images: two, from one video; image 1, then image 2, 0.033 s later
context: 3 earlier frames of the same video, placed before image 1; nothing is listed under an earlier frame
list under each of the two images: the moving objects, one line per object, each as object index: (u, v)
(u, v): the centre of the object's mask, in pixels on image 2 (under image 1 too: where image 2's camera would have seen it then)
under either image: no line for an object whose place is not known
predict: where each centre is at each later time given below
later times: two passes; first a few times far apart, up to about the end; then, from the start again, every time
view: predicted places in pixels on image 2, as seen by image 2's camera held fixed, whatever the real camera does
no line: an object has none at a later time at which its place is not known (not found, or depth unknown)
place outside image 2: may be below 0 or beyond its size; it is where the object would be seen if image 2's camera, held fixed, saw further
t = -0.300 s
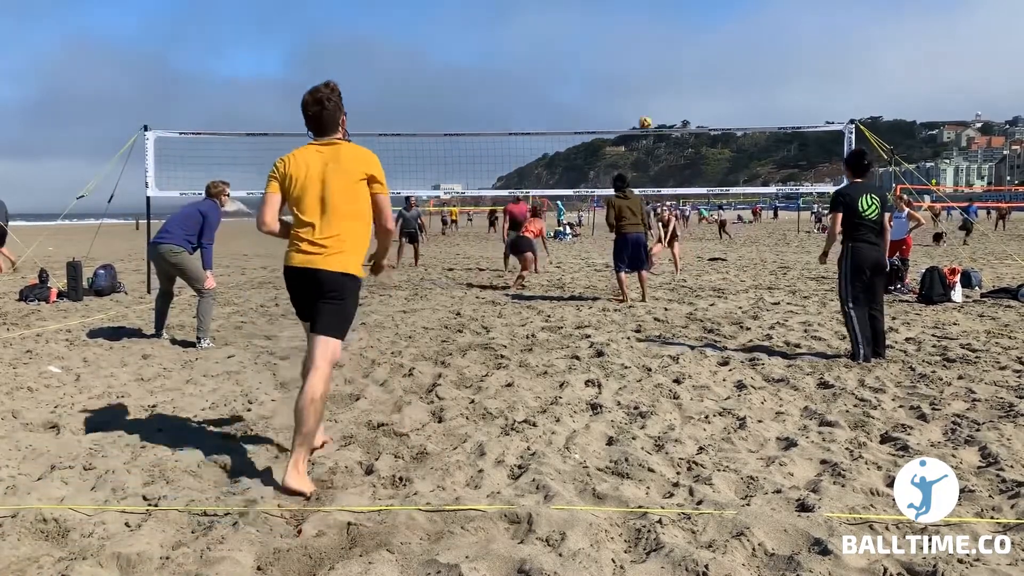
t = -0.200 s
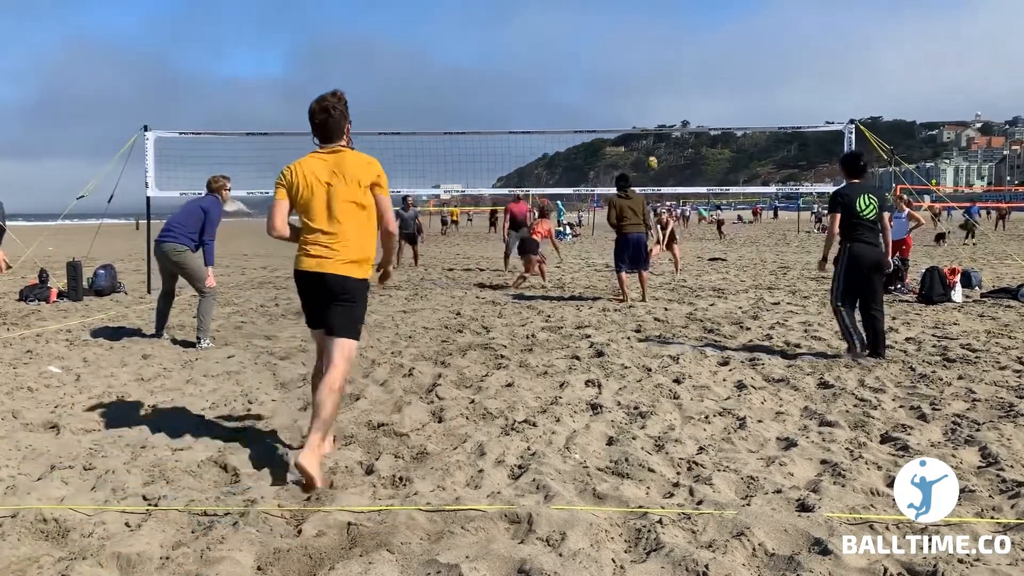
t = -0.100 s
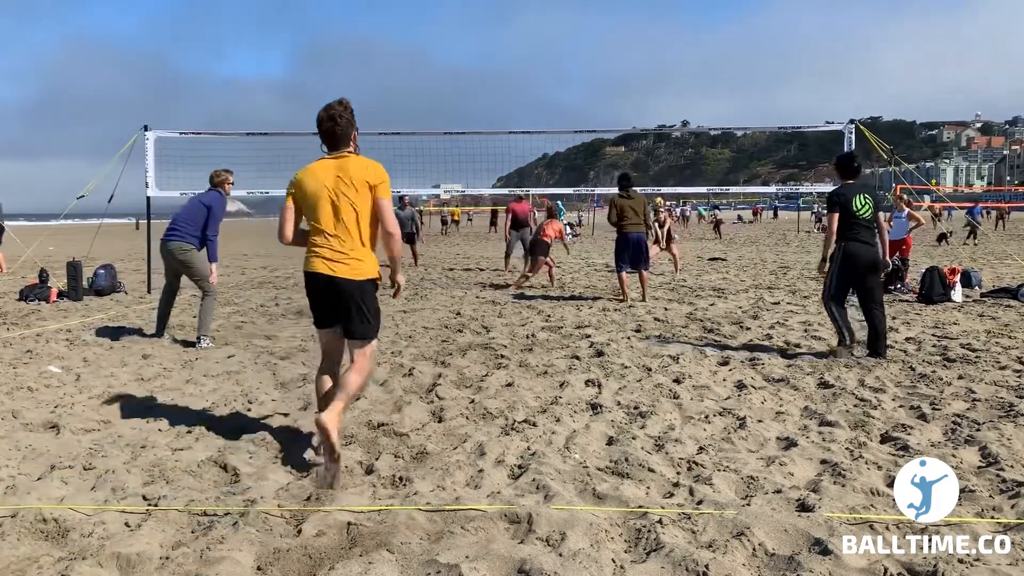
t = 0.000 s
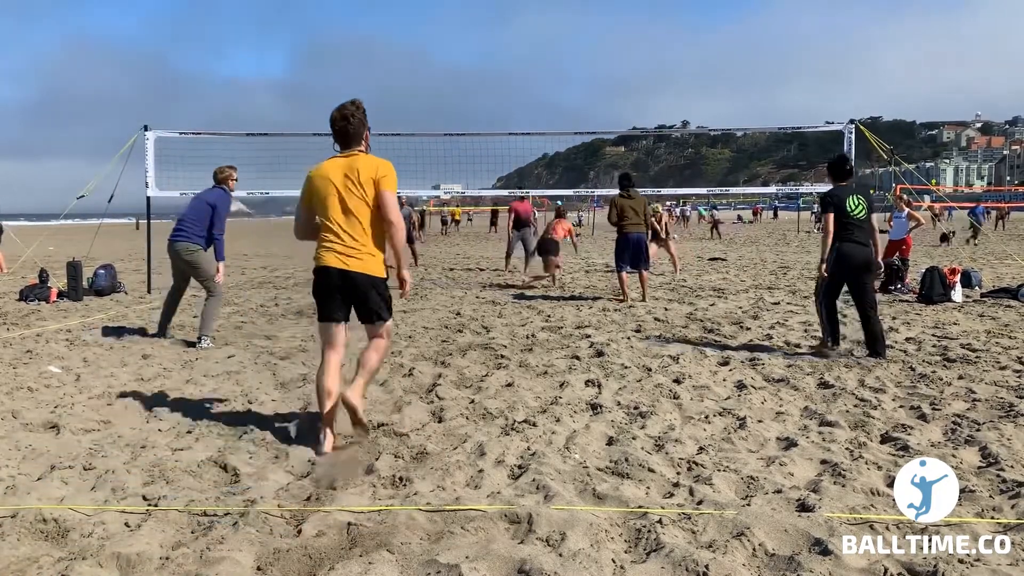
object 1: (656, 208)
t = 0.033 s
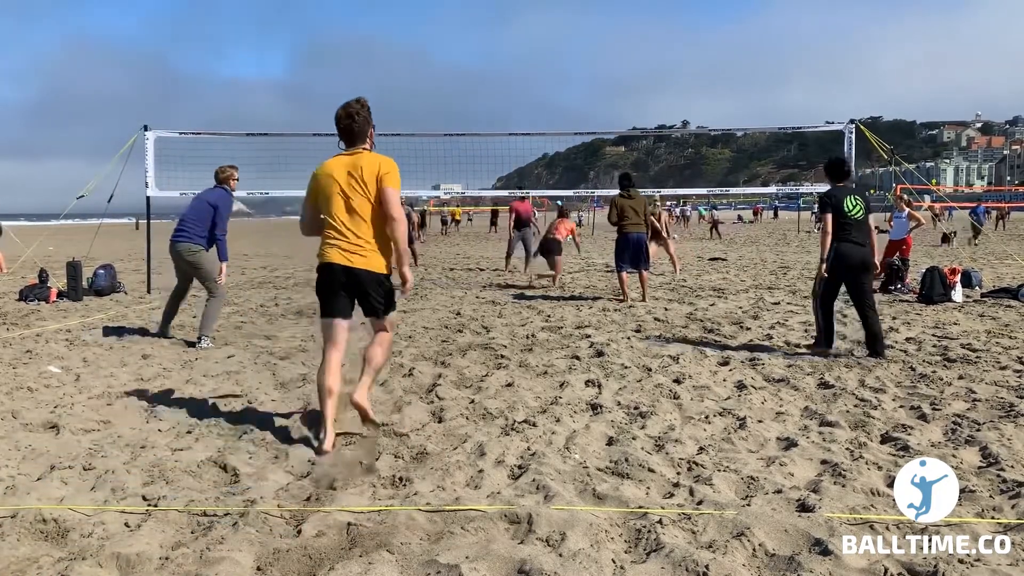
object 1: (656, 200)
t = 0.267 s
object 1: (635, 121)
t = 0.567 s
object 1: (612, 60)
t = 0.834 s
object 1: (596, 46)
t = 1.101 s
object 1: (583, 71)
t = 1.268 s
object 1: (575, 106)
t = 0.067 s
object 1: (652, 183)
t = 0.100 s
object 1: (650, 171)
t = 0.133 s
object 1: (648, 160)
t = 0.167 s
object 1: (644, 149)
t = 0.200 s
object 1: (641, 140)
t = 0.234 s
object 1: (638, 127)
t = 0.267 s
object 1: (635, 121)
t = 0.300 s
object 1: (632, 112)
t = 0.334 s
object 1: (630, 104)
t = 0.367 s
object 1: (627, 95)
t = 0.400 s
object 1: (625, 88)
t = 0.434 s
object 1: (622, 82)
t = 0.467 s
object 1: (620, 75)
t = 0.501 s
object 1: (617, 70)
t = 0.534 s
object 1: (615, 65)
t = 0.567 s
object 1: (612, 60)
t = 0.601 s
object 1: (610, 56)
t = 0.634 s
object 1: (608, 53)
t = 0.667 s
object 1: (606, 50)
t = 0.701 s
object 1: (604, 48)
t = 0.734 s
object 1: (601, 47)
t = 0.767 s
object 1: (599, 46)
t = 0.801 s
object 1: (598, 45)
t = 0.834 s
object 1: (596, 46)
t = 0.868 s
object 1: (594, 47)
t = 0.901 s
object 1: (592, 49)
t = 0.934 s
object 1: (590, 51)
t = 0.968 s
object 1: (589, 53)
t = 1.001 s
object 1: (587, 57)
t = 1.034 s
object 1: (585, 61)
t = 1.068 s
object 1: (584, 65)
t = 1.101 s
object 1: (583, 71)
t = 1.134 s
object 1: (581, 76)
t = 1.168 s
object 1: (580, 83)
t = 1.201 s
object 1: (578, 90)
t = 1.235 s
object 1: (577, 97)
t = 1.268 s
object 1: (575, 106)
